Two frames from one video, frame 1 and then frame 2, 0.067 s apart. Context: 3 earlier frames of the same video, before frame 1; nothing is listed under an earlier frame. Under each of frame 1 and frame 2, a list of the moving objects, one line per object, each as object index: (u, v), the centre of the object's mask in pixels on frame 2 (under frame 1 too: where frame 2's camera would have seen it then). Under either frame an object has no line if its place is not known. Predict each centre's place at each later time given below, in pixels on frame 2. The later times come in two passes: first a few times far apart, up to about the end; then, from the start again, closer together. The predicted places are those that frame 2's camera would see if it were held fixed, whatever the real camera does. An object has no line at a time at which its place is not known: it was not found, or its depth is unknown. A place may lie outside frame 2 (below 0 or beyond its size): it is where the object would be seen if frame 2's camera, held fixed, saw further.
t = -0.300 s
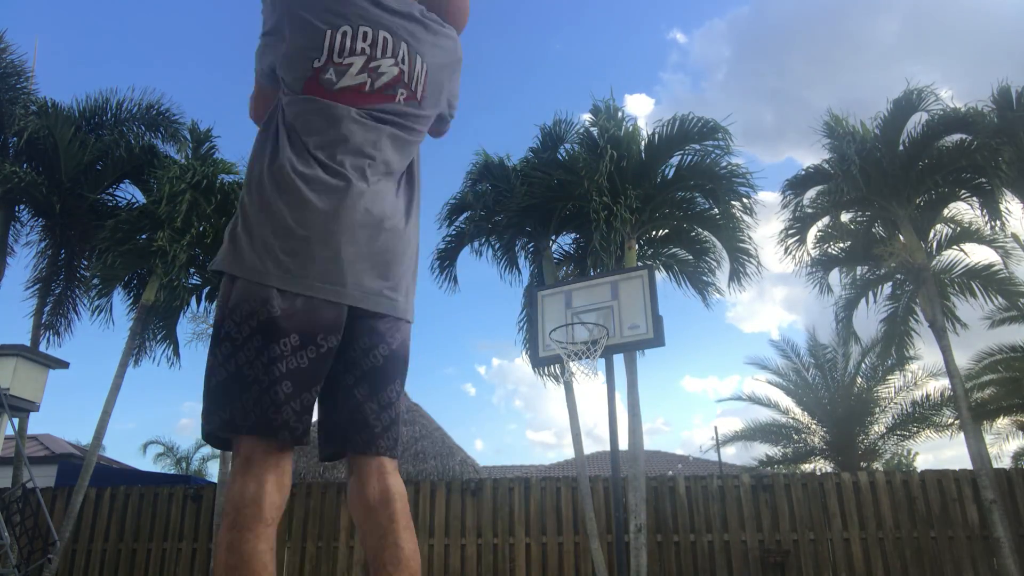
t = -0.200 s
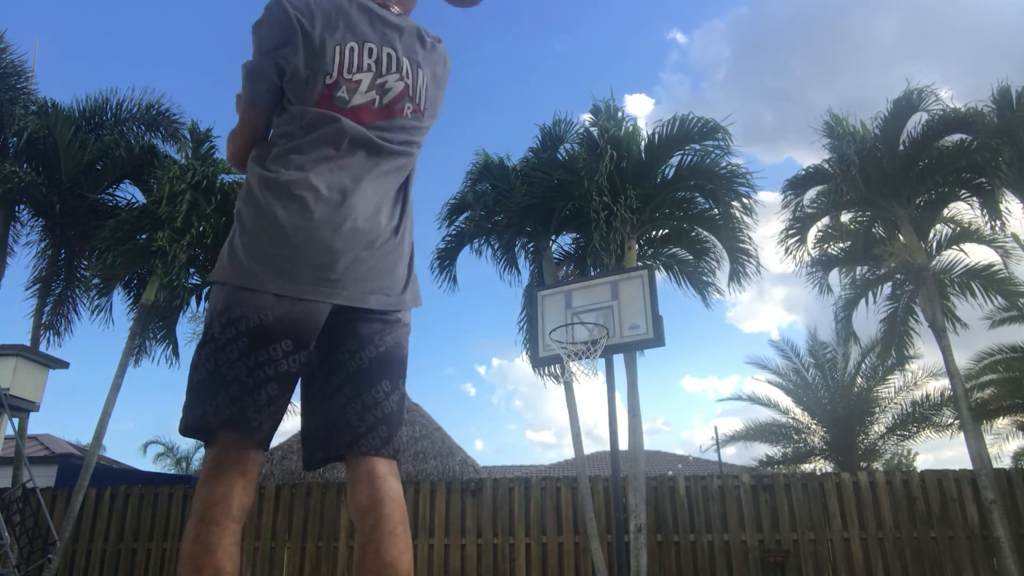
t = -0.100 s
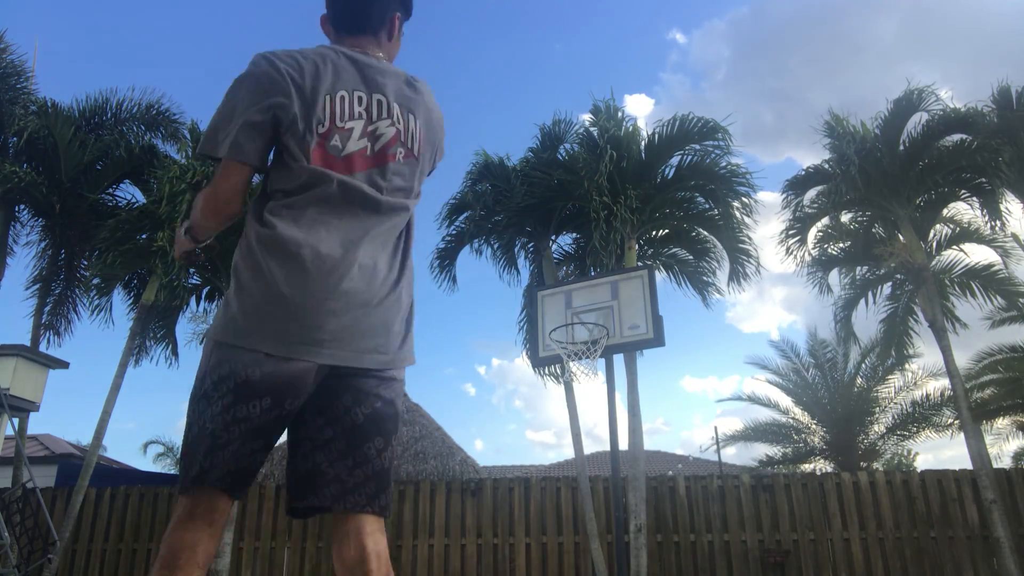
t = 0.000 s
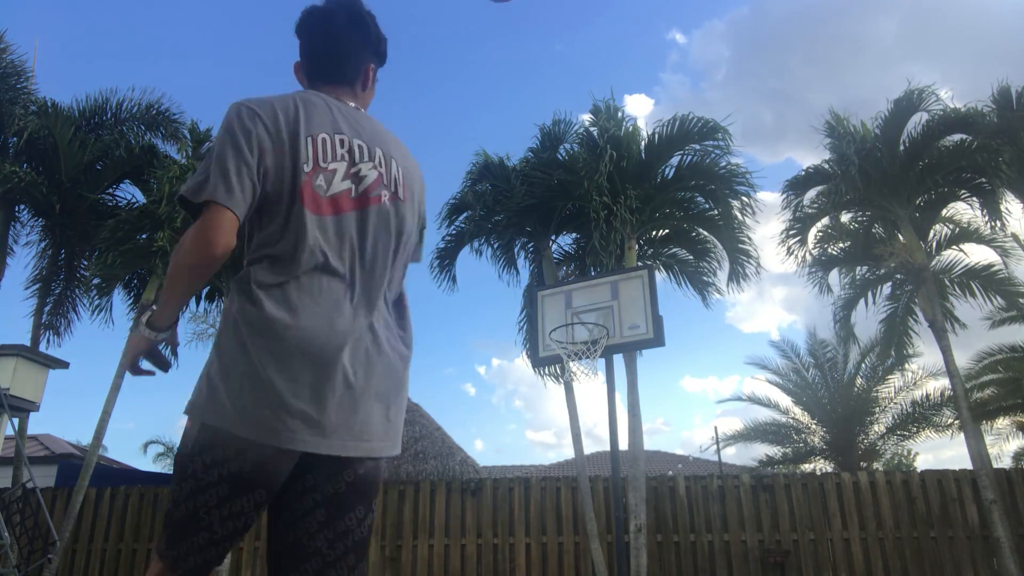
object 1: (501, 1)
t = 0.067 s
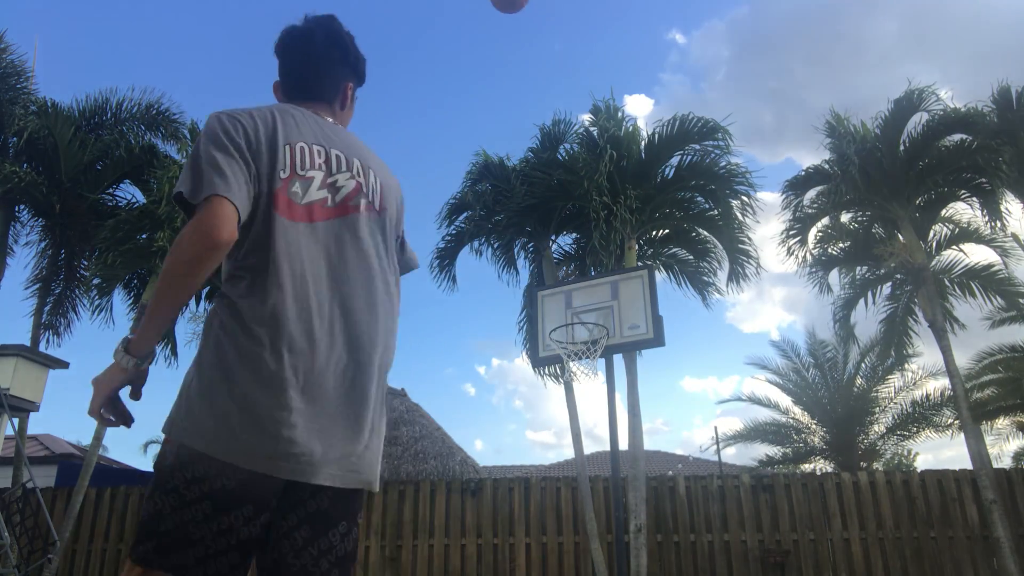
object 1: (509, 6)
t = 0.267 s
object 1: (528, 49)
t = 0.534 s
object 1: (548, 164)
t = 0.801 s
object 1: (564, 315)
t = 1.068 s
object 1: (502, 311)
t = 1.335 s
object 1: (434, 345)
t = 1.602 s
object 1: (366, 448)
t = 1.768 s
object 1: (320, 552)
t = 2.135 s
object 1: (241, 511)
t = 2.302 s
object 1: (208, 466)
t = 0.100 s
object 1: (513, 9)
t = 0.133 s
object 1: (517, 13)
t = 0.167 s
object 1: (520, 17)
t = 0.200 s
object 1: (523, 26)
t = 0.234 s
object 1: (526, 37)
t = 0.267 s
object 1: (528, 49)
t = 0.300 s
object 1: (531, 61)
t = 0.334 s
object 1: (534, 74)
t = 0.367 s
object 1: (536, 88)
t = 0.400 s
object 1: (539, 102)
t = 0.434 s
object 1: (541, 116)
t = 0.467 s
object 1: (543, 132)
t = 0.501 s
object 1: (545, 148)
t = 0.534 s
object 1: (548, 164)
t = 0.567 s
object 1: (550, 181)
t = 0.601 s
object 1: (552, 198)
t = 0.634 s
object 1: (554, 216)
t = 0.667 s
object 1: (556, 234)
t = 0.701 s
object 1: (559, 253)
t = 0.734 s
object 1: (560, 274)
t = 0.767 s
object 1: (562, 294)
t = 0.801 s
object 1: (564, 315)
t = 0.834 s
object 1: (566, 334)
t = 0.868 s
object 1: (559, 332)
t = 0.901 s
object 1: (547, 325)
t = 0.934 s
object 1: (538, 320)
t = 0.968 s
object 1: (529, 316)
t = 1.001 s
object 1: (520, 313)
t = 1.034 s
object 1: (511, 312)
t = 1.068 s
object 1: (502, 311)
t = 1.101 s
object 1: (493, 311)
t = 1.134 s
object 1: (484, 313)
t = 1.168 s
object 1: (476, 316)
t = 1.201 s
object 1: (467, 320)
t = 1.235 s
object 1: (459, 324)
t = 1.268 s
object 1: (450, 330)
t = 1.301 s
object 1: (442, 337)
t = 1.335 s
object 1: (434, 345)
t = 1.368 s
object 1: (425, 354)
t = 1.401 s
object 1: (417, 364)
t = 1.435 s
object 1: (408, 375)
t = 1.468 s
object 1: (400, 387)
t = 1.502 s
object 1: (392, 400)
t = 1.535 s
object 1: (383, 415)
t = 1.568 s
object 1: (375, 431)
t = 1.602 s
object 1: (366, 448)
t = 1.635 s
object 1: (357, 466)
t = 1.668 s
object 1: (348, 485)
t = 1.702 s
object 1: (338, 506)
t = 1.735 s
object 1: (329, 529)
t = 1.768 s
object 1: (320, 552)
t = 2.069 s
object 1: (254, 540)
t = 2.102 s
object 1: (247, 525)
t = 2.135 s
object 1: (241, 511)
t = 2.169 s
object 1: (235, 499)
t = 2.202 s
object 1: (228, 489)
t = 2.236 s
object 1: (222, 480)
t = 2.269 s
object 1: (215, 473)
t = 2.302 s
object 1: (208, 466)
